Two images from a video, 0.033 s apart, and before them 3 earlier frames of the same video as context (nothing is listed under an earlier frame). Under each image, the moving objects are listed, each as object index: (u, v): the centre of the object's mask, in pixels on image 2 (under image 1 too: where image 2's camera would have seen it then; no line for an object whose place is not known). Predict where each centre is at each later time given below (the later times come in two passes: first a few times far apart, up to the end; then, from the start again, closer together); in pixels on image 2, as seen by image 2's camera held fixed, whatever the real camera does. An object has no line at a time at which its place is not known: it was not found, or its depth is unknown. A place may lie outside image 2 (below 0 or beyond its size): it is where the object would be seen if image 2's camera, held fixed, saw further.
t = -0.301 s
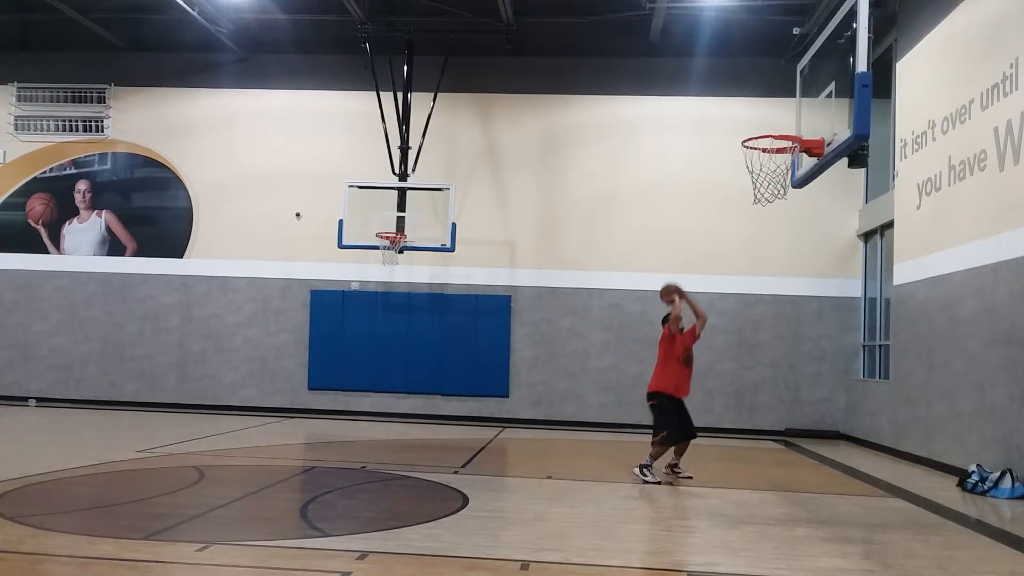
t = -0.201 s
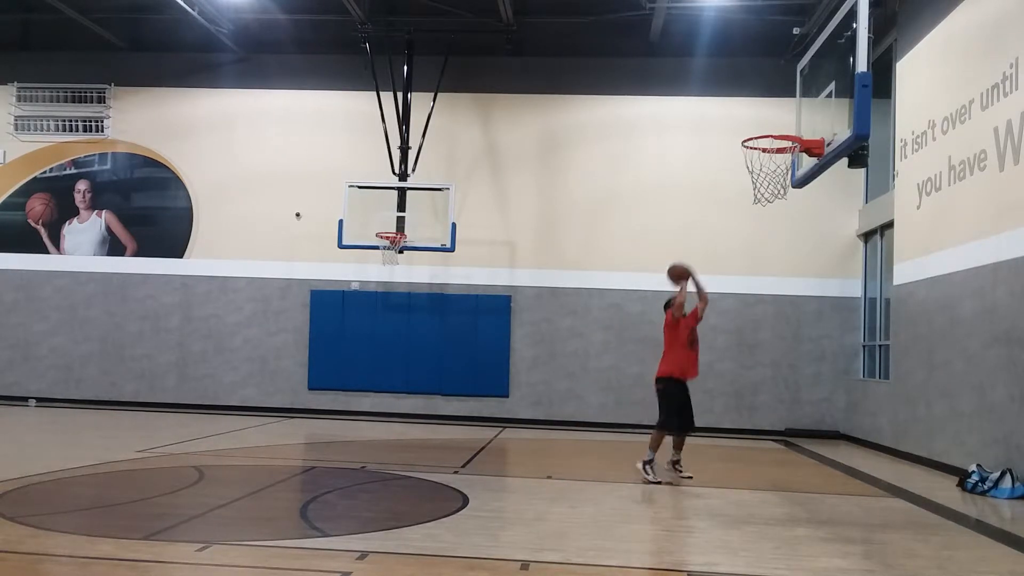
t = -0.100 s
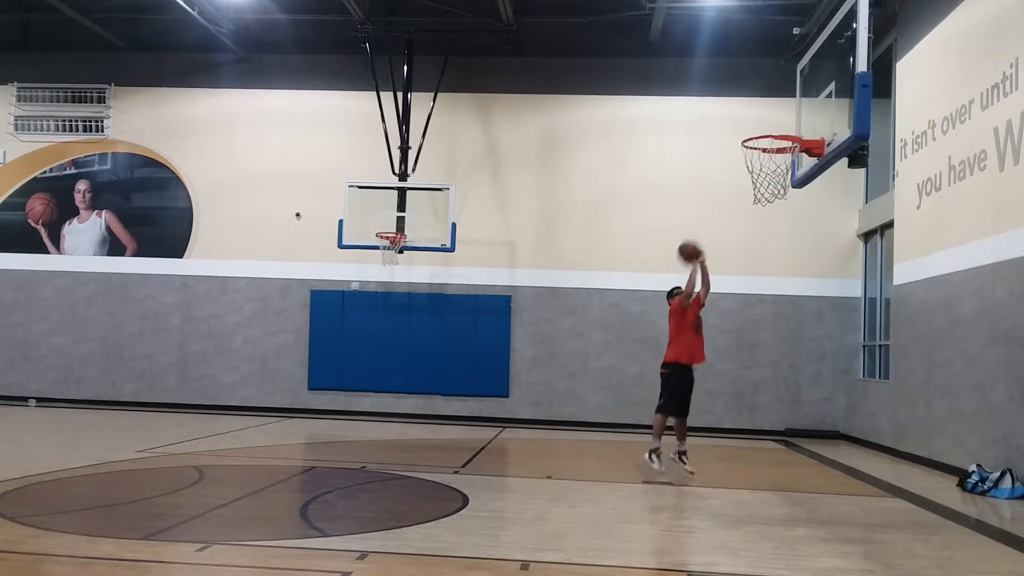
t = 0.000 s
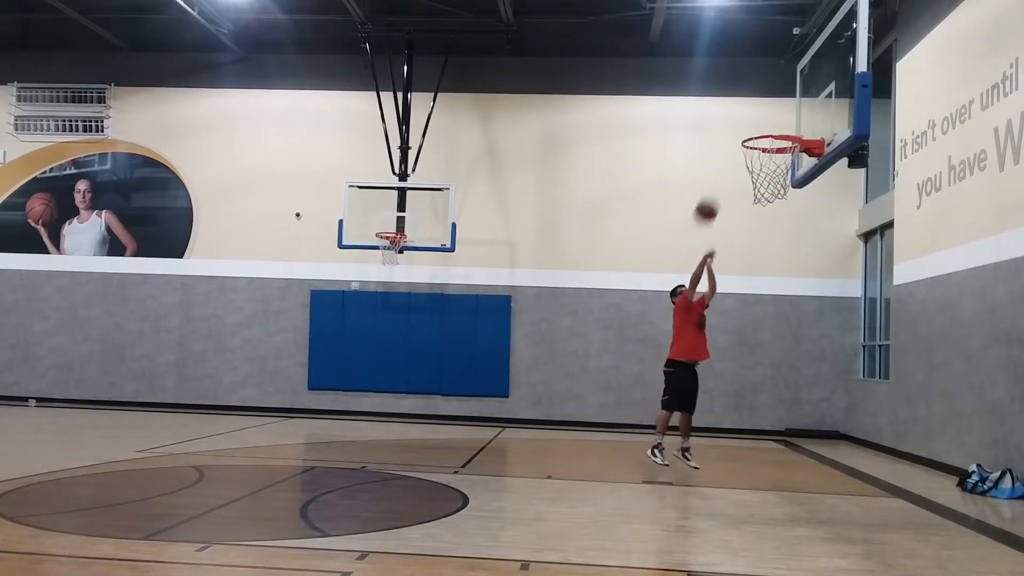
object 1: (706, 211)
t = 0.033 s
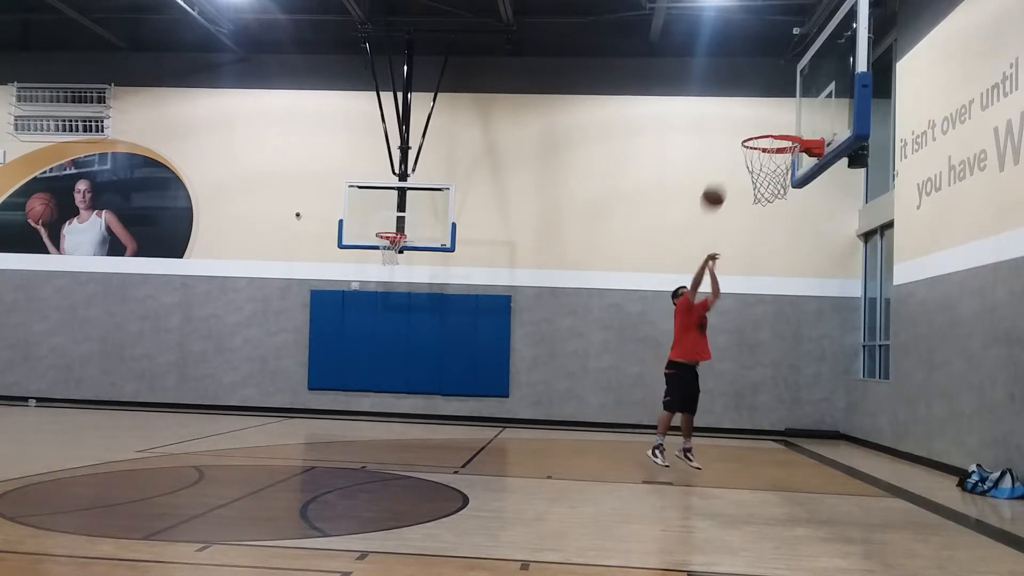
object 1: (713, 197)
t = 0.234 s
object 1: (757, 131)
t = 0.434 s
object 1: (791, 107)
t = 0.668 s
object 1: (768, 146)
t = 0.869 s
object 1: (752, 188)
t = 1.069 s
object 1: (739, 253)
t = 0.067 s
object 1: (720, 184)
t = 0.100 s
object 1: (727, 172)
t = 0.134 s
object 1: (734, 162)
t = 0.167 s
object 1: (739, 152)
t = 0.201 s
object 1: (748, 141)
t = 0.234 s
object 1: (757, 131)
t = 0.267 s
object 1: (764, 124)
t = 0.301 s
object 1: (772, 119)
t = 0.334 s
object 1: (780, 114)
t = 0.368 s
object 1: (788, 108)
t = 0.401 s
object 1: (794, 107)
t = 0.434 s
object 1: (791, 107)
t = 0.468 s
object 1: (788, 108)
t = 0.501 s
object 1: (785, 111)
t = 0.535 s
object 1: (782, 116)
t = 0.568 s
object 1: (779, 121)
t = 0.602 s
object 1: (775, 125)
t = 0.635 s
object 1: (771, 135)
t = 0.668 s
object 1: (768, 146)
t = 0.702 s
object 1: (764, 158)
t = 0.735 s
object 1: (761, 168)
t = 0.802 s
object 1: (756, 176)
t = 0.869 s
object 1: (752, 188)
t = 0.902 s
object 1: (750, 195)
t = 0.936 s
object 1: (748, 205)
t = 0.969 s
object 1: (746, 214)
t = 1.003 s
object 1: (744, 227)
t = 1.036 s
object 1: (741, 239)
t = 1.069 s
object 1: (739, 253)
